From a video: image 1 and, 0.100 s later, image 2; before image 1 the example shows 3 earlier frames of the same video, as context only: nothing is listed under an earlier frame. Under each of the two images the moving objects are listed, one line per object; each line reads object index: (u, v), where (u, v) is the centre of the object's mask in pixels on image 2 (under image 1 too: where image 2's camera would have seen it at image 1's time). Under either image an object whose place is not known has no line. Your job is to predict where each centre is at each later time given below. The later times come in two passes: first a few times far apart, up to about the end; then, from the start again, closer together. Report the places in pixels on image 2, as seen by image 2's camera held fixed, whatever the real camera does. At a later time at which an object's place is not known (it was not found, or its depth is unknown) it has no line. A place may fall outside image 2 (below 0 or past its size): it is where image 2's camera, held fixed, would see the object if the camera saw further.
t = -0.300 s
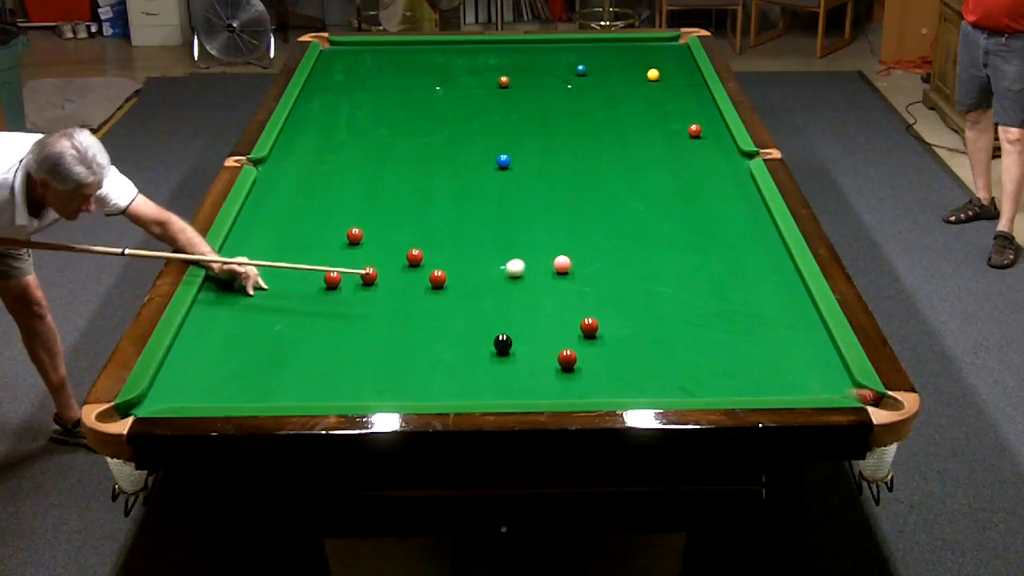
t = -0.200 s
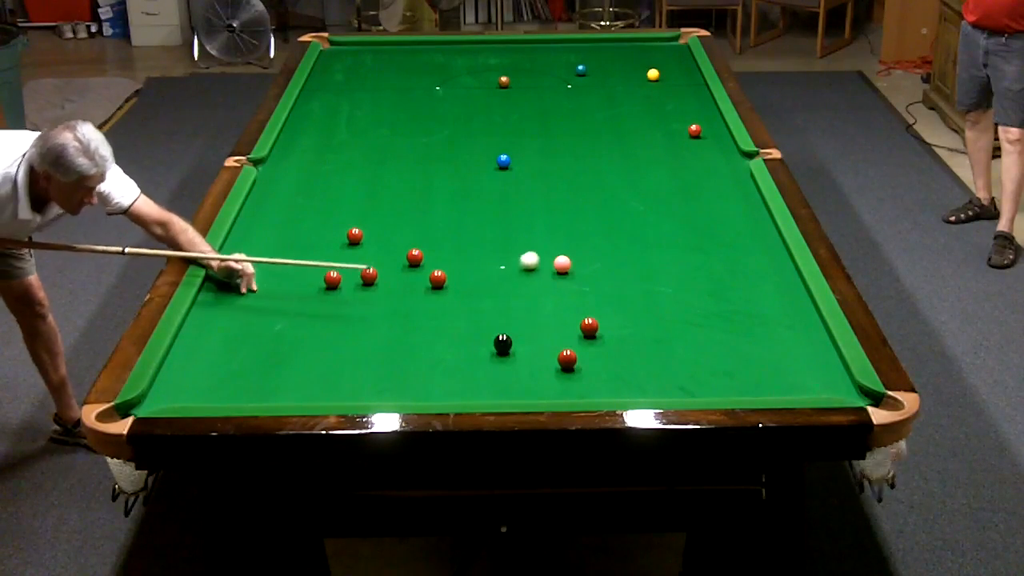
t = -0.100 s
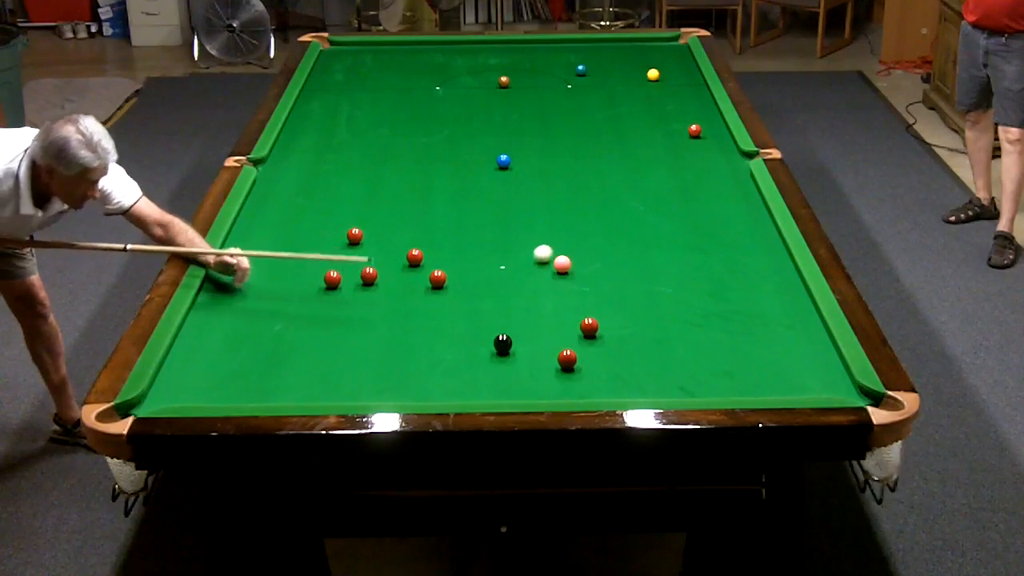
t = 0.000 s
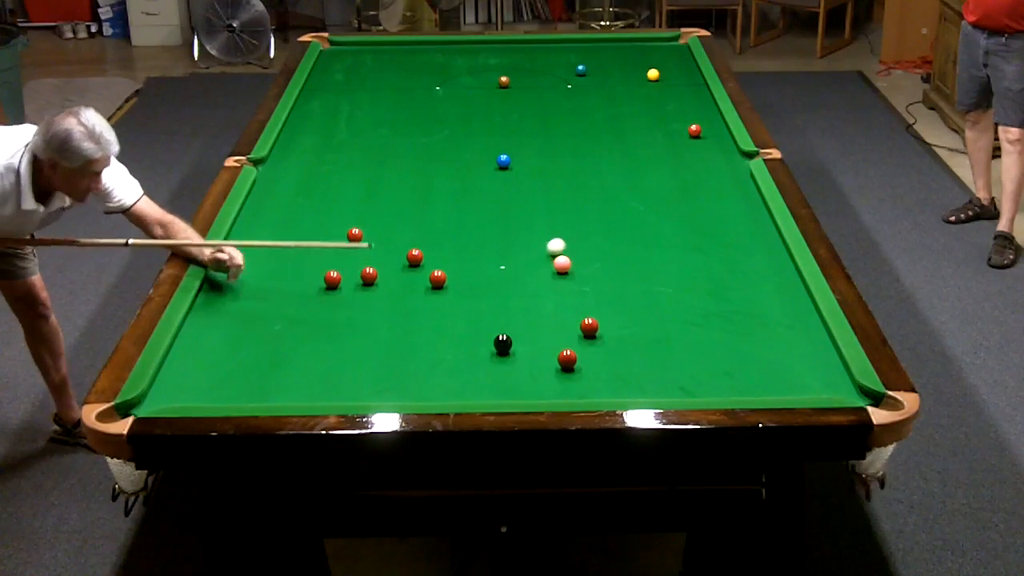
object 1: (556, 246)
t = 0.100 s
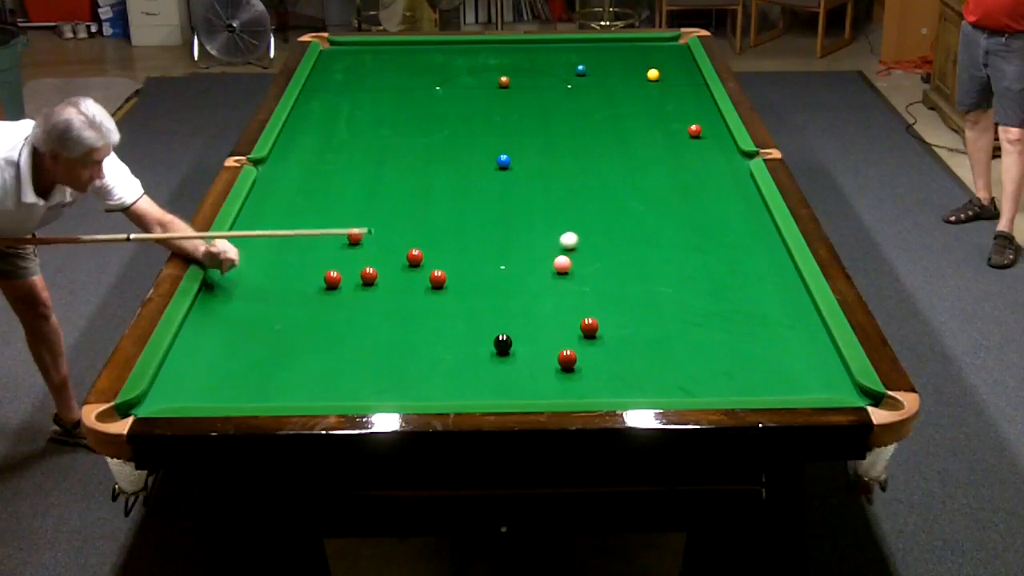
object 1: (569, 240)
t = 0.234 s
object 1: (585, 232)
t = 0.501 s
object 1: (615, 217)
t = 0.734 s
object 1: (640, 204)
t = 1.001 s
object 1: (665, 192)
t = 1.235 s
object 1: (686, 182)
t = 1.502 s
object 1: (708, 172)
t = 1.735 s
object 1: (726, 163)
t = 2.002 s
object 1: (745, 154)
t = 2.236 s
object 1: (740, 159)
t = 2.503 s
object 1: (734, 166)
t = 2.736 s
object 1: (728, 171)
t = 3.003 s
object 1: (723, 177)
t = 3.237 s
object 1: (718, 181)
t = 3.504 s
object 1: (712, 186)
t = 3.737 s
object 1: (708, 189)
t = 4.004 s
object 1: (703, 192)
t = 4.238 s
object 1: (699, 194)
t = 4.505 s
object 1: (695, 196)
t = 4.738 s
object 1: (692, 197)
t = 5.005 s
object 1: (690, 198)
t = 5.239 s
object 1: (689, 198)
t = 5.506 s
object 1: (689, 198)
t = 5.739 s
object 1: (689, 198)
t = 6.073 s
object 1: (689, 198)
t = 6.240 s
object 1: (689, 198)
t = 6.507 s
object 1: (689, 198)
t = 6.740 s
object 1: (689, 198)
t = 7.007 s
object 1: (689, 198)
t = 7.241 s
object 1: (689, 198)
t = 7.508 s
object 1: (689, 198)
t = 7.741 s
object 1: (689, 198)
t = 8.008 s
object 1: (689, 198)
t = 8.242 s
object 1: (689, 198)
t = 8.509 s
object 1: (689, 198)
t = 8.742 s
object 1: (689, 198)
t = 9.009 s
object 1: (689, 198)
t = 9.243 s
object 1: (689, 198)
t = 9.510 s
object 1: (689, 198)
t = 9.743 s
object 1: (689, 198)
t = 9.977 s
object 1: (689, 198)
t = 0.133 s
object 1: (573, 238)
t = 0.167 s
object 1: (577, 236)
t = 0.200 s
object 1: (581, 234)
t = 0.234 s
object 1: (585, 232)
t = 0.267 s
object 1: (589, 230)
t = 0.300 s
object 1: (592, 228)
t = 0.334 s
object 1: (597, 226)
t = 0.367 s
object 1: (600, 224)
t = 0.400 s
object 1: (604, 222)
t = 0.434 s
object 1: (608, 220)
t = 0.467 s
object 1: (612, 218)
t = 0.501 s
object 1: (615, 217)
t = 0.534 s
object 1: (619, 215)
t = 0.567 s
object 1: (622, 213)
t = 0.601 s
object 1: (626, 211)
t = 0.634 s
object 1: (629, 210)
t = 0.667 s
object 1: (633, 208)
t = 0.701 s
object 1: (636, 206)
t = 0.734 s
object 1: (640, 204)
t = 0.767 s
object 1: (643, 203)
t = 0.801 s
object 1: (646, 201)
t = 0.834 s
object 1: (650, 200)
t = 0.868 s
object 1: (653, 198)
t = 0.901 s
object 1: (656, 197)
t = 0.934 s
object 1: (659, 195)
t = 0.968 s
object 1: (662, 194)
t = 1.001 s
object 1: (665, 192)
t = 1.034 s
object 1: (669, 191)
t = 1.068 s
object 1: (672, 189)
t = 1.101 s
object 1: (675, 188)
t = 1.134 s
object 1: (678, 186)
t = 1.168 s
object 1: (681, 185)
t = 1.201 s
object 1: (683, 184)
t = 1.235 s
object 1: (686, 182)
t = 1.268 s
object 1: (689, 181)
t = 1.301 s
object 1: (692, 179)
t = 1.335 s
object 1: (695, 178)
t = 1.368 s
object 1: (697, 177)
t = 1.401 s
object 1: (700, 176)
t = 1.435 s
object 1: (703, 174)
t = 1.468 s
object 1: (706, 173)
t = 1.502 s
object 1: (708, 172)
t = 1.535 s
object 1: (711, 170)
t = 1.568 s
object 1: (713, 169)
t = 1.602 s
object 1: (716, 168)
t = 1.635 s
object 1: (718, 167)
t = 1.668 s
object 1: (721, 165)
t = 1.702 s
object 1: (723, 164)
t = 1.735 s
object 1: (726, 163)
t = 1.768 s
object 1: (728, 162)
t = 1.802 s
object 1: (731, 161)
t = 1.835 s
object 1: (733, 160)
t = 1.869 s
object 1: (735, 159)
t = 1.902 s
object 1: (738, 158)
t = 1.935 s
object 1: (740, 157)
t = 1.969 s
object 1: (742, 156)
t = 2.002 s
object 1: (745, 154)
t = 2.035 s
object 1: (745, 154)
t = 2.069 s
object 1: (744, 155)
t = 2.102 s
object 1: (743, 156)
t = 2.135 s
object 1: (742, 157)
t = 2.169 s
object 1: (742, 158)
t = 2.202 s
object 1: (741, 159)
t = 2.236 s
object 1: (740, 159)
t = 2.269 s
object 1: (739, 160)
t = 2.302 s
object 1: (738, 161)
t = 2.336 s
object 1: (738, 162)
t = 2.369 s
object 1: (737, 163)
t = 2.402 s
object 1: (736, 164)
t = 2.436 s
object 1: (735, 164)
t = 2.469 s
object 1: (734, 165)
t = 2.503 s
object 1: (734, 166)
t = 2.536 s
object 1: (733, 167)
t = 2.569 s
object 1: (732, 168)
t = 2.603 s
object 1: (731, 168)
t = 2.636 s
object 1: (731, 169)
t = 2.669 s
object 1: (730, 170)
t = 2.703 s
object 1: (729, 171)
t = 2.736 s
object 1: (728, 171)
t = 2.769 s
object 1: (728, 172)
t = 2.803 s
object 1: (727, 173)
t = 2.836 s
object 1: (726, 174)
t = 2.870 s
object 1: (725, 174)
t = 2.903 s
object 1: (725, 175)
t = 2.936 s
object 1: (724, 176)
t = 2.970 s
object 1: (723, 176)
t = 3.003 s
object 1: (723, 177)
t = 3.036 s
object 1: (722, 178)
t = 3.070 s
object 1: (721, 178)
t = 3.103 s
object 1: (721, 179)
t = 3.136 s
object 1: (720, 180)
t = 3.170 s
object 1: (719, 180)
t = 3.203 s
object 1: (718, 181)
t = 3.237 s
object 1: (718, 181)
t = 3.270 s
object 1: (717, 182)
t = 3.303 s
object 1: (716, 183)
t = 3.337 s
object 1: (716, 183)
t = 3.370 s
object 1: (715, 184)
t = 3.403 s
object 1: (714, 184)
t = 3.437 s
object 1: (714, 185)
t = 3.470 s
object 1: (713, 185)
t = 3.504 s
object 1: (712, 186)
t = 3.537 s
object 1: (712, 186)
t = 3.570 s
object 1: (711, 187)
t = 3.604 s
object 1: (710, 187)
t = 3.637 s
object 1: (709, 188)
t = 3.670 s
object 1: (709, 188)
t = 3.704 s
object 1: (708, 189)
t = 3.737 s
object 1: (708, 189)
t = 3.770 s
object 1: (707, 189)
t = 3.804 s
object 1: (707, 190)
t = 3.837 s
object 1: (706, 190)
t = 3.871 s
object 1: (705, 191)
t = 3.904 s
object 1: (705, 191)
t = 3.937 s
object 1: (704, 191)
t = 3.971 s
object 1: (704, 192)
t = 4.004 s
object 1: (703, 192)
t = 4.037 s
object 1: (702, 193)
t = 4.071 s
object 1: (702, 193)
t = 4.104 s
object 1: (701, 193)
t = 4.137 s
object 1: (701, 193)
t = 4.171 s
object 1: (700, 194)
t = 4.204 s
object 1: (700, 194)
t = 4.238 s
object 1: (699, 194)
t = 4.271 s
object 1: (699, 195)
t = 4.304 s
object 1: (698, 195)
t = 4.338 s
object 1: (698, 195)
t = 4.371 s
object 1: (697, 195)
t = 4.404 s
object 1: (697, 195)
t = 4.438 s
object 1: (696, 196)
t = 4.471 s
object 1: (696, 196)
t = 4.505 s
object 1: (695, 196)
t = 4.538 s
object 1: (695, 196)
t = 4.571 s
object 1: (694, 196)
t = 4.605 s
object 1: (694, 197)
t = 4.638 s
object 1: (693, 197)
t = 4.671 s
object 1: (693, 197)
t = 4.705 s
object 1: (693, 197)
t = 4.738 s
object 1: (692, 197)
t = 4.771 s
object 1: (692, 197)
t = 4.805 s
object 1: (691, 197)
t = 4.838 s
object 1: (691, 197)
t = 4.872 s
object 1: (691, 198)
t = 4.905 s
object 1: (691, 198)
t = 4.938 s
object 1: (690, 198)
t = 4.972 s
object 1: (690, 198)
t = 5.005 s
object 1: (690, 198)
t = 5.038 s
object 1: (690, 198)
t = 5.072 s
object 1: (689, 198)
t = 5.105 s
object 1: (689, 198)
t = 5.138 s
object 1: (689, 198)
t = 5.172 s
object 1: (689, 198)
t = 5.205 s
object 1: (689, 198)
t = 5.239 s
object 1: (689, 198)
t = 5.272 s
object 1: (689, 198)
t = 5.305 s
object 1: (689, 198)
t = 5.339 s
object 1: (689, 198)
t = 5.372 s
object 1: (689, 198)
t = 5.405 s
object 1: (689, 198)
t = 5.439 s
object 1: (689, 198)
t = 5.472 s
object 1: (689, 198)
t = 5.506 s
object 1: (689, 198)
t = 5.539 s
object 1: (689, 198)
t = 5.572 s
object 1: (689, 198)
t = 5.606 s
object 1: (689, 198)
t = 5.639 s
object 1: (689, 198)
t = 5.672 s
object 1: (689, 198)
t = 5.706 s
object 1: (689, 198)
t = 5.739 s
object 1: (689, 198)
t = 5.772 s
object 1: (689, 198)
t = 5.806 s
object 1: (689, 198)
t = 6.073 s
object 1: (689, 198)
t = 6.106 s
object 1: (689, 198)
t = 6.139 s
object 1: (689, 198)
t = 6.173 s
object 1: (689, 198)
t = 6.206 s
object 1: (689, 198)
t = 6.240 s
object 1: (689, 198)
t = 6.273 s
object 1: (689, 198)
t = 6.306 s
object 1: (689, 198)
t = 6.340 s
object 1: (689, 198)
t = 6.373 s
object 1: (689, 198)
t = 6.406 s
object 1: (689, 198)
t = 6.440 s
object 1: (689, 198)
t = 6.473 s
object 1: (689, 198)
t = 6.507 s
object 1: (689, 198)
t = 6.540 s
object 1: (689, 198)
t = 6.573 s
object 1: (689, 198)
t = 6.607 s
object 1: (689, 198)
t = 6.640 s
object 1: (689, 198)
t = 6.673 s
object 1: (689, 198)
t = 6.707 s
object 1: (689, 198)
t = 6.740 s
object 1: (689, 198)
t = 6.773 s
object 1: (689, 198)
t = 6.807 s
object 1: (689, 198)
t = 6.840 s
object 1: (689, 198)
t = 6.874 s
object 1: (689, 198)
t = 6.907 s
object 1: (689, 198)
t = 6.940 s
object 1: (689, 198)
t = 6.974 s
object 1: (689, 198)
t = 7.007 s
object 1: (689, 198)
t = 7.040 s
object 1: (689, 198)
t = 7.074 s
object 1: (689, 198)
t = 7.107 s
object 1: (689, 198)
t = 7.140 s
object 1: (689, 198)
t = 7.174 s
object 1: (689, 198)
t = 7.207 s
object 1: (689, 198)
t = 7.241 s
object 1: (689, 198)
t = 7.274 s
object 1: (689, 198)
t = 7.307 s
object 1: (689, 198)
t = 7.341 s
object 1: (689, 198)
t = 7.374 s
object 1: (689, 198)
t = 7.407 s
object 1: (689, 198)
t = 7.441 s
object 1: (689, 198)
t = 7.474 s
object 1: (689, 198)
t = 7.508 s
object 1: (689, 198)
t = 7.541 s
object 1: (689, 198)
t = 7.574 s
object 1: (689, 198)
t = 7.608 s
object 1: (689, 198)
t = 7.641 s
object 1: (689, 198)
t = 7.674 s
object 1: (689, 198)
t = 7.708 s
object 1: (689, 198)
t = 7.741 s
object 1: (689, 198)
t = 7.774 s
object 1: (689, 198)
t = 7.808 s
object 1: (689, 198)
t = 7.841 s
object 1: (689, 198)
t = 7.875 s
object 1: (689, 198)
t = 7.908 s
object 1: (689, 198)
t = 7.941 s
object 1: (689, 198)
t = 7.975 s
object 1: (689, 198)
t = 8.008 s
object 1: (689, 198)
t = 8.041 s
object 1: (689, 198)
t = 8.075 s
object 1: (689, 198)
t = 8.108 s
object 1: (689, 198)
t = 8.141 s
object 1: (689, 198)
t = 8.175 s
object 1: (689, 198)
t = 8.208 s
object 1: (689, 198)
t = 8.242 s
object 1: (689, 198)
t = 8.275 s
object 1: (689, 198)
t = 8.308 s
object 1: (689, 198)
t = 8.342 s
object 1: (689, 198)
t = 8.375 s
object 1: (689, 198)
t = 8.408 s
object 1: (689, 198)
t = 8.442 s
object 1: (689, 198)
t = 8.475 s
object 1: (689, 198)
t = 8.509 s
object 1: (689, 198)
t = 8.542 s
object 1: (689, 198)
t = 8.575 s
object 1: (689, 198)
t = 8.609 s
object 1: (689, 198)
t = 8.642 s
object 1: (689, 198)
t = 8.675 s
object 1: (689, 198)
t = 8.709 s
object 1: (689, 198)
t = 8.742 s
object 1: (689, 198)
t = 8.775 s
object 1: (689, 198)
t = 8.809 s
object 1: (689, 198)
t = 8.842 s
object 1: (689, 198)
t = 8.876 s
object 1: (689, 198)
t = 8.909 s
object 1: (689, 198)
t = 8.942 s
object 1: (689, 198)
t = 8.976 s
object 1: (689, 198)
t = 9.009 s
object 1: (689, 198)
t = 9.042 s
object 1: (689, 198)
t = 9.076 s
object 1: (689, 198)
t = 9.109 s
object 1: (689, 198)
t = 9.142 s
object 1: (689, 198)
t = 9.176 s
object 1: (689, 198)
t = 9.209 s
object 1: (689, 198)
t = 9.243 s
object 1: (689, 198)
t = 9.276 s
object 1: (689, 198)
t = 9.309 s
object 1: (689, 198)
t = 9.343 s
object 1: (689, 198)
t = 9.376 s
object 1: (689, 198)
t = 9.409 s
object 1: (689, 198)
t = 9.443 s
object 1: (689, 198)
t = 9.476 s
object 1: (689, 198)
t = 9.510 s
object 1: (689, 198)
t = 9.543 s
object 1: (689, 198)
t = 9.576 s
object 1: (689, 198)
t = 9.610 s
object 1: (689, 198)
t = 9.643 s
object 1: (689, 198)
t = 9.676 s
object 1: (689, 198)
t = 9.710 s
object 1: (689, 198)
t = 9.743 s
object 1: (689, 198)
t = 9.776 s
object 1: (689, 198)
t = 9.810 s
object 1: (689, 198)
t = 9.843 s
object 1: (689, 198)
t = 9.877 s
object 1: (689, 198)
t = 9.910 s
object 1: (689, 198)
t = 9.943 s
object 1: (689, 198)
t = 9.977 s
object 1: (689, 198)
